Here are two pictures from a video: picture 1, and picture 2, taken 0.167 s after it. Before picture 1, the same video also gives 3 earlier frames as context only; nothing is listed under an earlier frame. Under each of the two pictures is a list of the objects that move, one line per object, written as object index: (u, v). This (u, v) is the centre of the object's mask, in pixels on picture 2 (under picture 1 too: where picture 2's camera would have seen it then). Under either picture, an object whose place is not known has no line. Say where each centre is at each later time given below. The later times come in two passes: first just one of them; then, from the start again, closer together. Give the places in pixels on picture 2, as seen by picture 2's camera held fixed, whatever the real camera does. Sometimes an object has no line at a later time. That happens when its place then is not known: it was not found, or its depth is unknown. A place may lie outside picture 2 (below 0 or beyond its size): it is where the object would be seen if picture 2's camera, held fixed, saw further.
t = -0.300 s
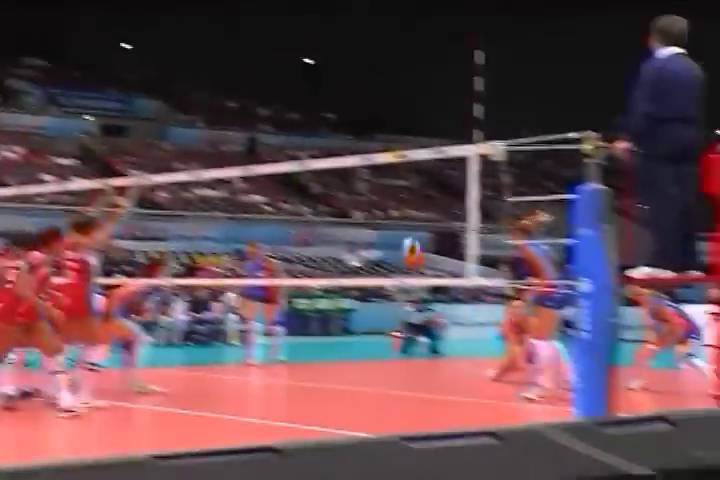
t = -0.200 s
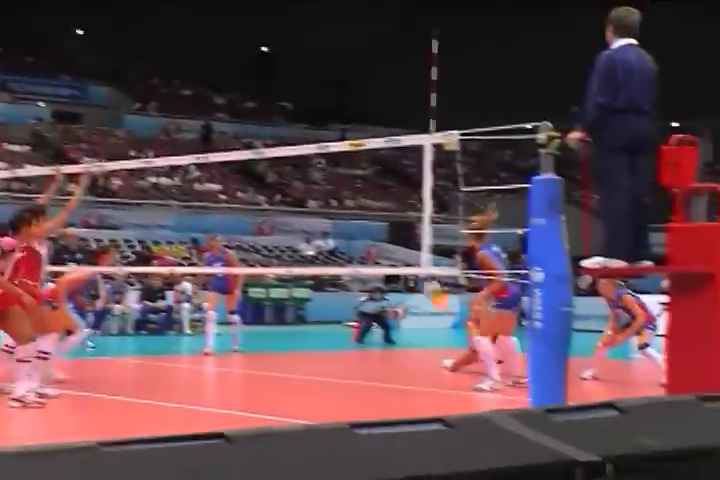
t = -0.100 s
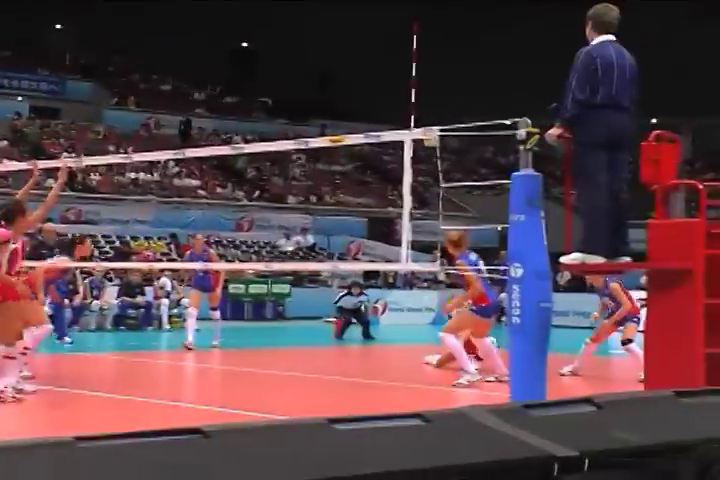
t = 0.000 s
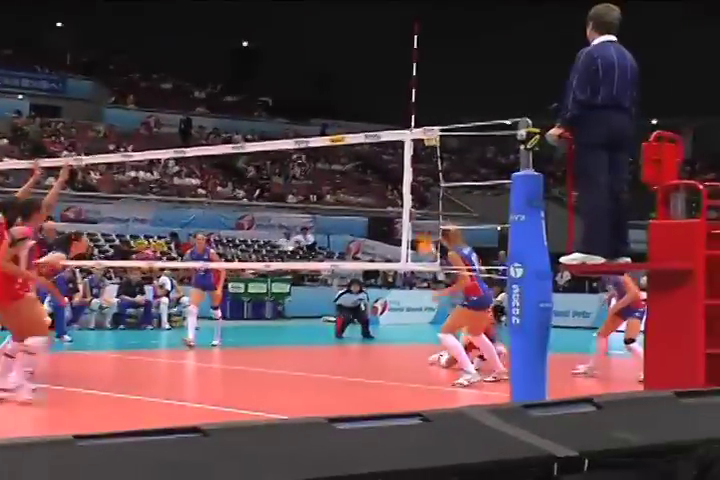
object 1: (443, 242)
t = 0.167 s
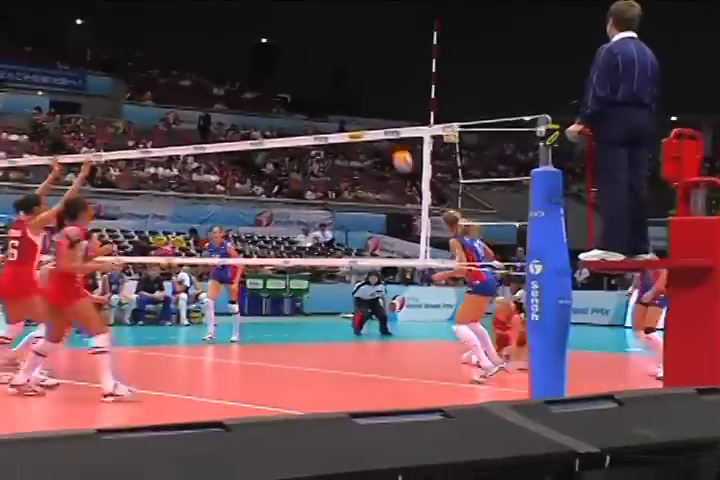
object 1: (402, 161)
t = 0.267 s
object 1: (376, 118)
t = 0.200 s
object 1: (393, 147)
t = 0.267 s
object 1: (376, 118)
